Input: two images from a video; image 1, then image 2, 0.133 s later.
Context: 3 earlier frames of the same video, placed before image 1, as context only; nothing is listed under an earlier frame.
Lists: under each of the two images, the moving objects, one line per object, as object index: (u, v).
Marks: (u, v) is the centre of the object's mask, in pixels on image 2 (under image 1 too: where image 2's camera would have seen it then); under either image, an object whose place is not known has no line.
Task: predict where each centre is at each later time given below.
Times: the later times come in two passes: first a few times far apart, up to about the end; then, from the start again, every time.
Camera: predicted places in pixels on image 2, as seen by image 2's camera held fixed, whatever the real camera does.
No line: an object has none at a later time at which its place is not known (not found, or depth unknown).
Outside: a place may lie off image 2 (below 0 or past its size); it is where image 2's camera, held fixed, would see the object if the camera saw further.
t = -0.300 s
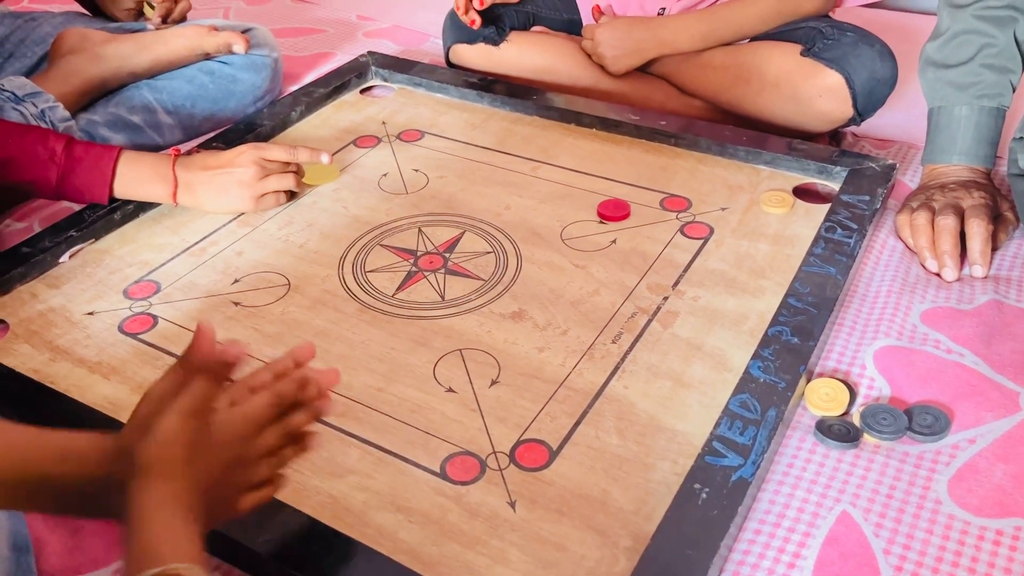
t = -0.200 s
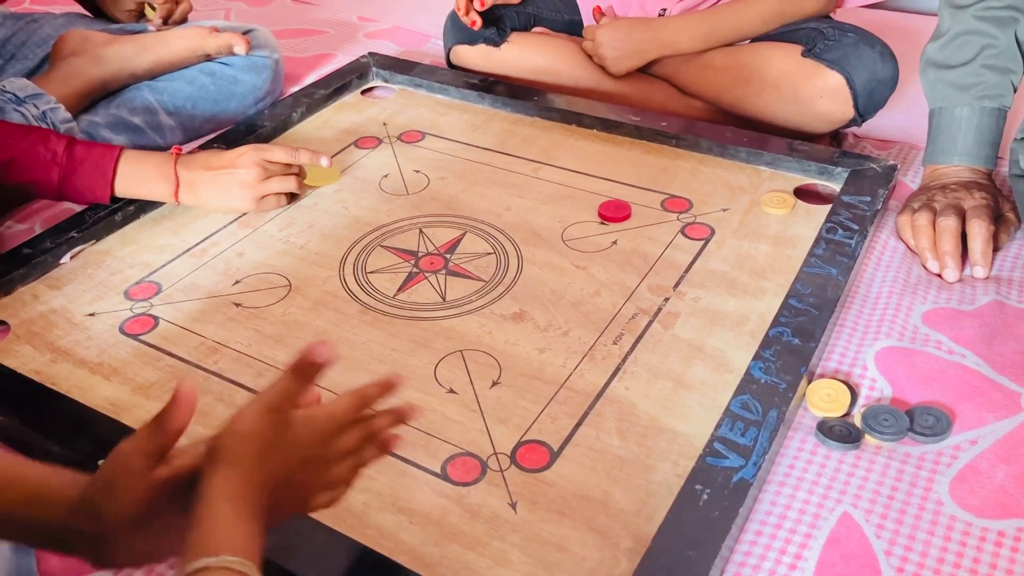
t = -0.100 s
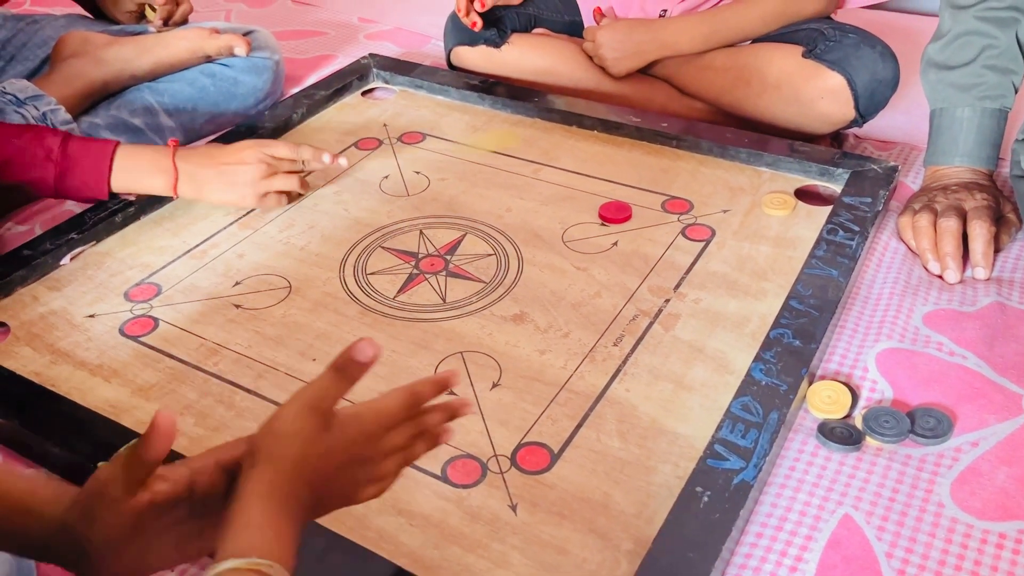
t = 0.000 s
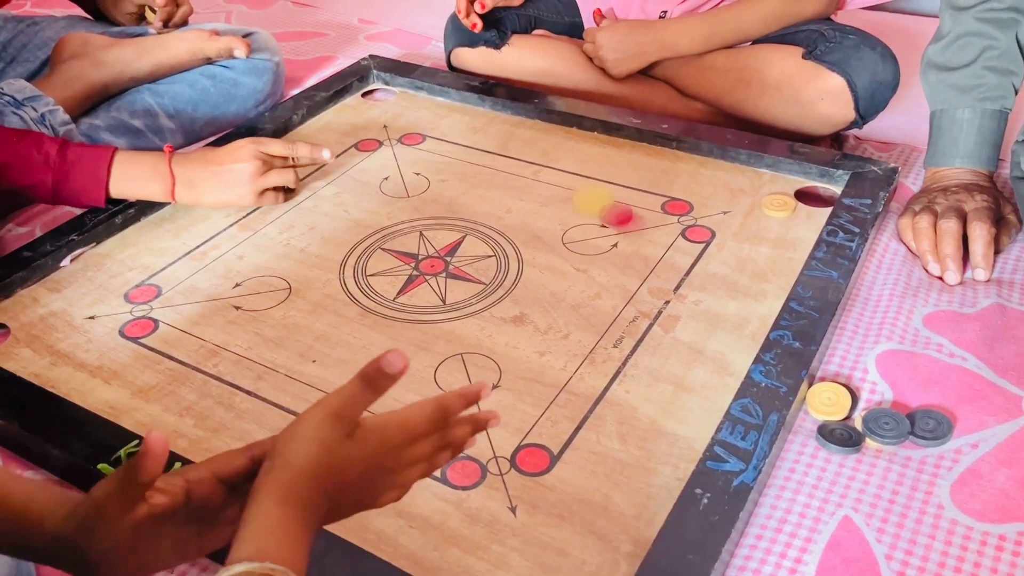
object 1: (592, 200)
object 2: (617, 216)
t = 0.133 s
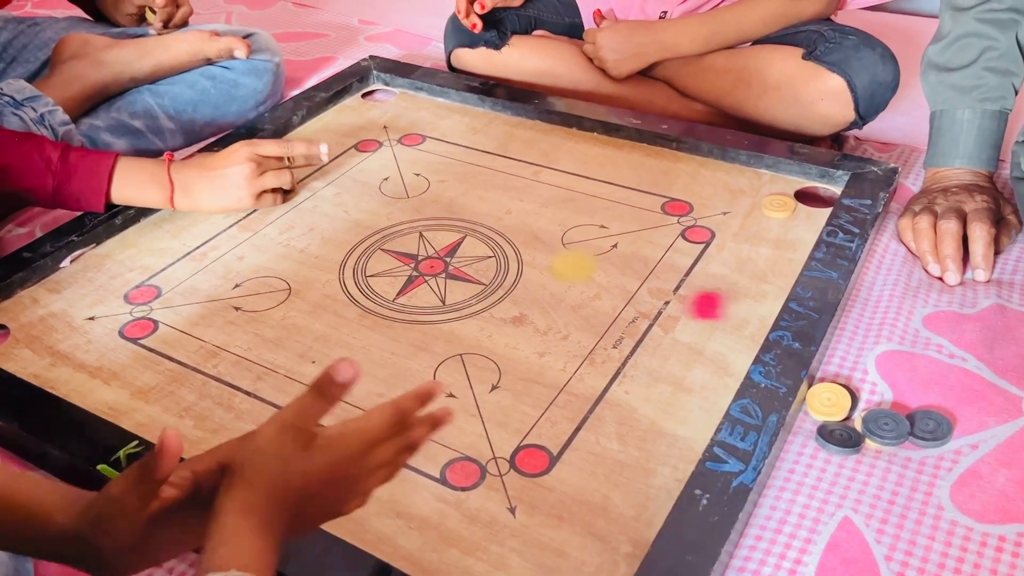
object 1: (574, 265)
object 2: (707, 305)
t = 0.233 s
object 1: (559, 313)
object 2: (601, 296)
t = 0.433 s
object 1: (547, 387)
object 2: (513, 288)
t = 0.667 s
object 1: (550, 400)
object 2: (512, 288)
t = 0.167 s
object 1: (568, 281)
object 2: (667, 302)
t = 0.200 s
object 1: (564, 297)
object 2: (632, 299)
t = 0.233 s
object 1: (559, 313)
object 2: (601, 296)
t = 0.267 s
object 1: (554, 328)
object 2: (576, 293)
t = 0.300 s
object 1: (551, 343)
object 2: (554, 291)
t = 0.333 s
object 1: (549, 356)
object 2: (538, 290)
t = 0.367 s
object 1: (547, 368)
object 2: (526, 289)
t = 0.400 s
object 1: (546, 379)
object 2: (517, 288)
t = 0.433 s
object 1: (547, 387)
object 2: (513, 288)
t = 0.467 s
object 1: (548, 393)
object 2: (512, 288)
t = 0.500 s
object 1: (549, 397)
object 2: (512, 288)
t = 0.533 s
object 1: (550, 399)
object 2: (512, 288)
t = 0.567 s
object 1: (550, 400)
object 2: (512, 288)
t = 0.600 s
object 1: (550, 400)
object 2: (512, 288)
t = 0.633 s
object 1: (550, 400)
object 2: (512, 288)
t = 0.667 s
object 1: (550, 400)
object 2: (512, 288)
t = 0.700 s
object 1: (550, 400)
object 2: (512, 288)
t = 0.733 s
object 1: (550, 400)
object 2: (512, 288)
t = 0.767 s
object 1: (550, 400)
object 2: (512, 288)
